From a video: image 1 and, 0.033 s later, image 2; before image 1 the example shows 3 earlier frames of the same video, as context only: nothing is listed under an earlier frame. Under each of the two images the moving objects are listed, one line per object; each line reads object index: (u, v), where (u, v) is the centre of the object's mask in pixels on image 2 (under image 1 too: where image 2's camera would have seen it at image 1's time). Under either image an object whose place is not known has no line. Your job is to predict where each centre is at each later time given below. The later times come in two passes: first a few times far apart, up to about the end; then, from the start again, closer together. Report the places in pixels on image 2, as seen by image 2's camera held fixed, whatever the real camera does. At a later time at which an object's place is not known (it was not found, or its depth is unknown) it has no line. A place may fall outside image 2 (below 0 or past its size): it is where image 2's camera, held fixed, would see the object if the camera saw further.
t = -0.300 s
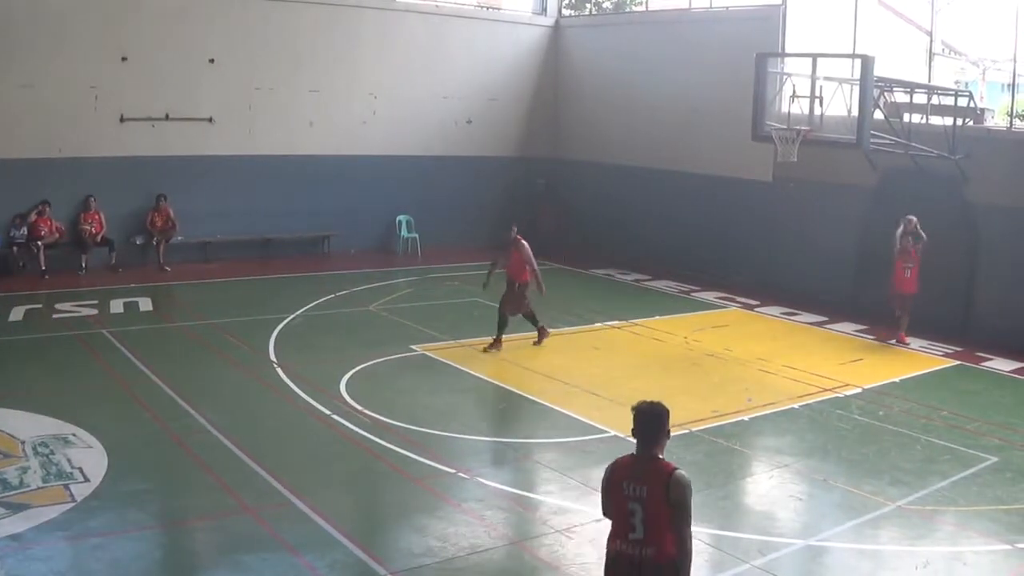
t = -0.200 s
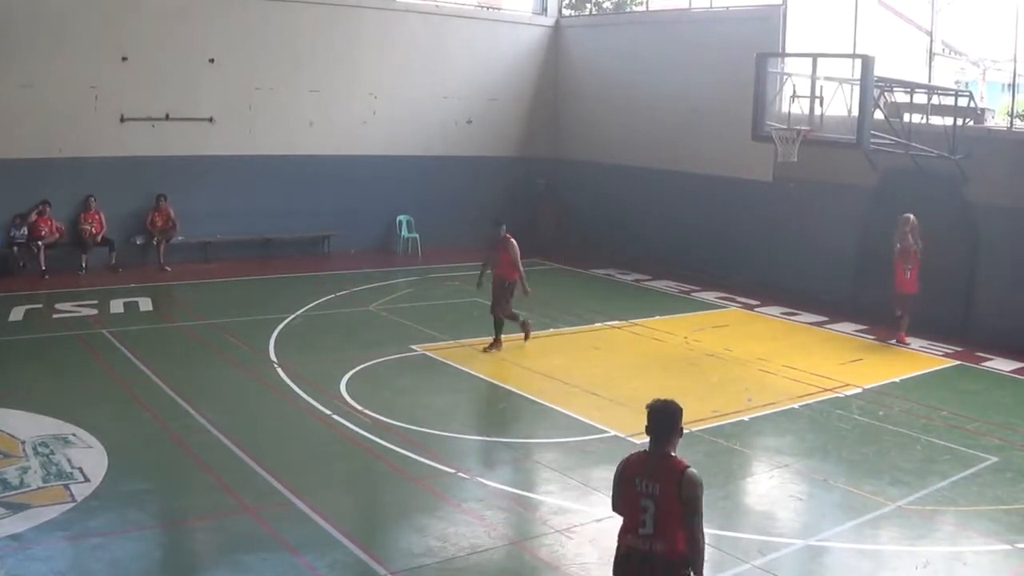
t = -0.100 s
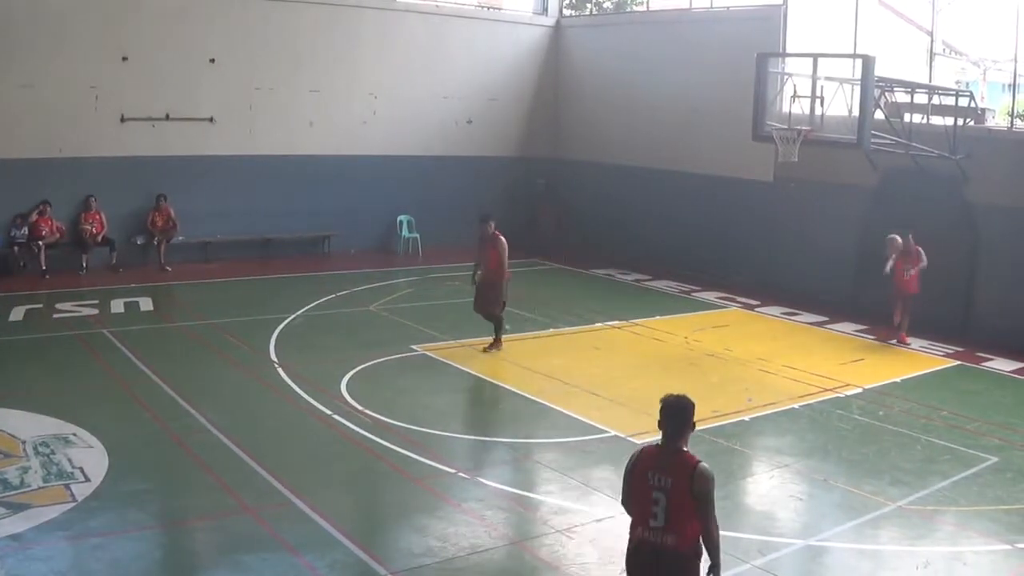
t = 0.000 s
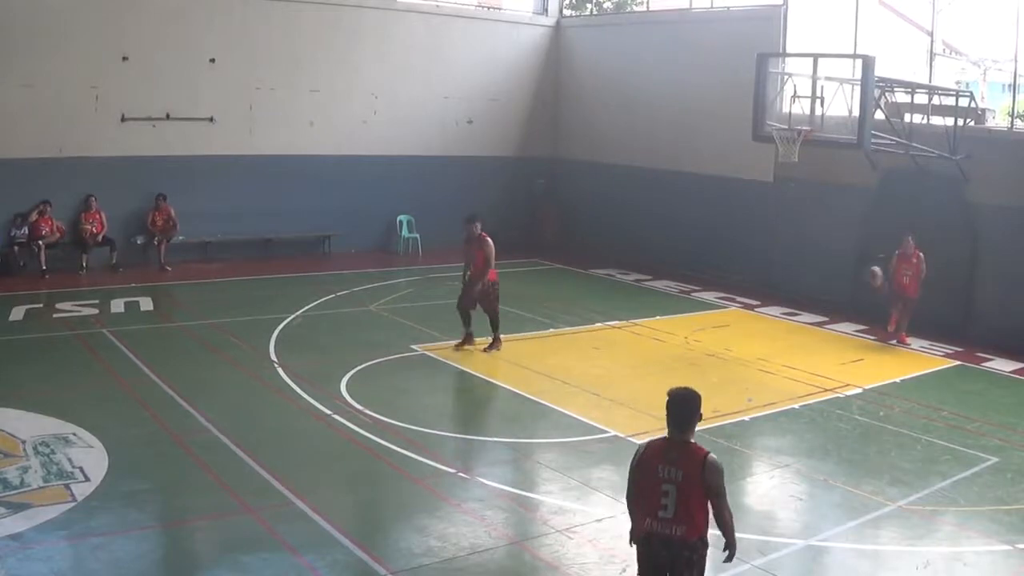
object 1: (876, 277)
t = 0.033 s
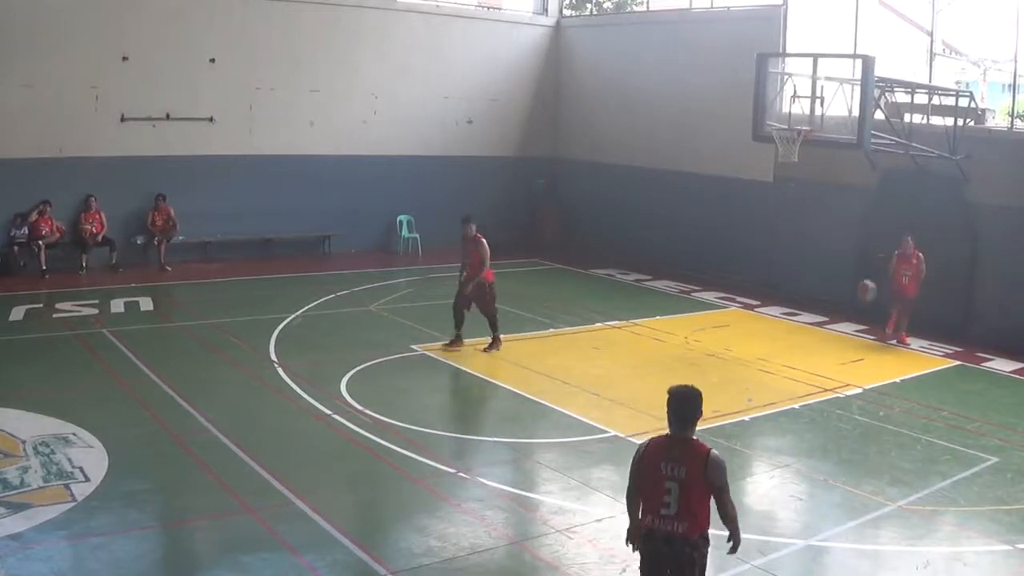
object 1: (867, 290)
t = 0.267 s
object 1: (802, 425)
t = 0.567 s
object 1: (777, 349)
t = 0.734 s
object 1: (752, 346)
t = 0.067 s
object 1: (858, 308)
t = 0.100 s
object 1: (850, 322)
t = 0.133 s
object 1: (840, 342)
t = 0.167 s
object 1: (831, 363)
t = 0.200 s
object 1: (821, 386)
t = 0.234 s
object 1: (809, 411)
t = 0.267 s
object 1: (802, 425)
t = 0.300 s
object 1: (800, 413)
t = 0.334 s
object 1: (798, 402)
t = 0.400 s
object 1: (794, 383)
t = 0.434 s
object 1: (791, 374)
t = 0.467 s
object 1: (788, 366)
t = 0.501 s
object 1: (785, 359)
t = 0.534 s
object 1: (781, 354)
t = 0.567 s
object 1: (777, 349)
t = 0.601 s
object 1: (773, 346)
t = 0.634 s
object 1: (768, 344)
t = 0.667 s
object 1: (763, 343)
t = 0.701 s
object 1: (758, 344)
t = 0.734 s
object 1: (752, 346)
